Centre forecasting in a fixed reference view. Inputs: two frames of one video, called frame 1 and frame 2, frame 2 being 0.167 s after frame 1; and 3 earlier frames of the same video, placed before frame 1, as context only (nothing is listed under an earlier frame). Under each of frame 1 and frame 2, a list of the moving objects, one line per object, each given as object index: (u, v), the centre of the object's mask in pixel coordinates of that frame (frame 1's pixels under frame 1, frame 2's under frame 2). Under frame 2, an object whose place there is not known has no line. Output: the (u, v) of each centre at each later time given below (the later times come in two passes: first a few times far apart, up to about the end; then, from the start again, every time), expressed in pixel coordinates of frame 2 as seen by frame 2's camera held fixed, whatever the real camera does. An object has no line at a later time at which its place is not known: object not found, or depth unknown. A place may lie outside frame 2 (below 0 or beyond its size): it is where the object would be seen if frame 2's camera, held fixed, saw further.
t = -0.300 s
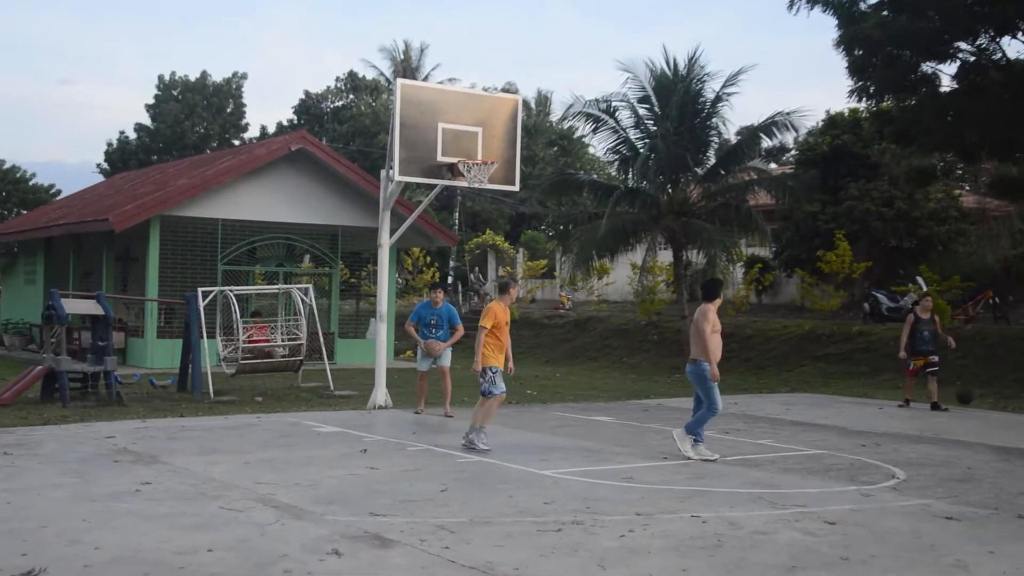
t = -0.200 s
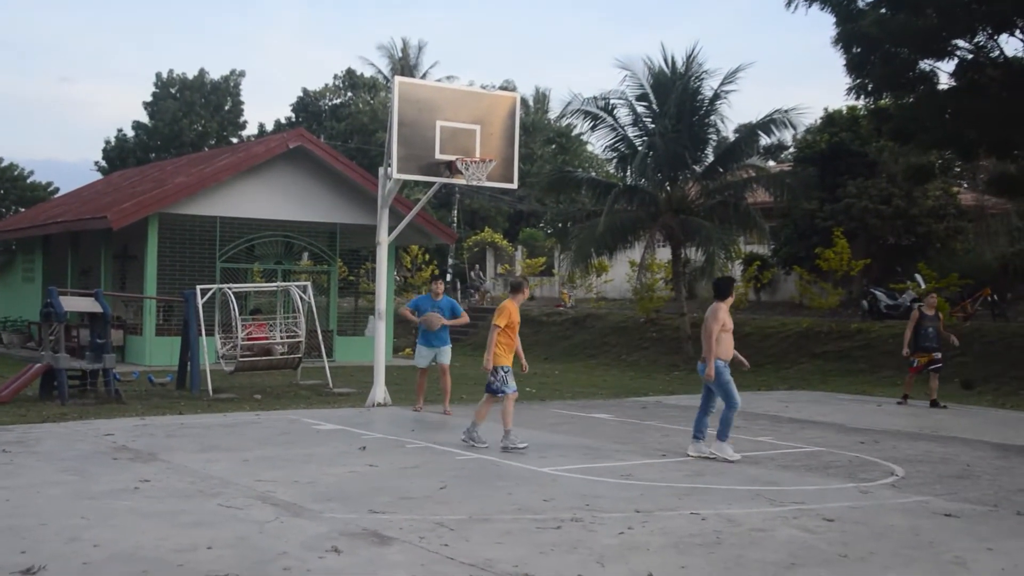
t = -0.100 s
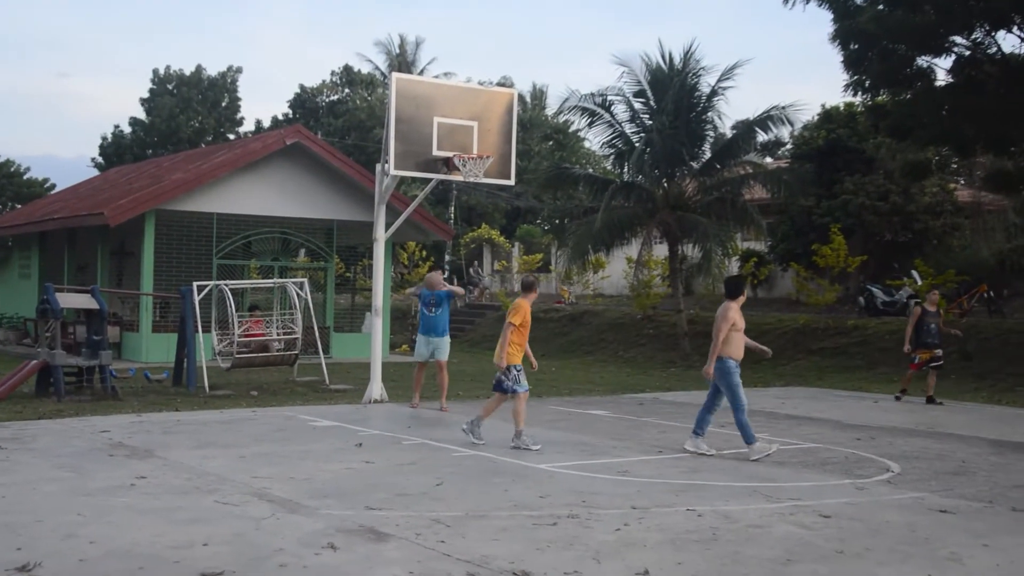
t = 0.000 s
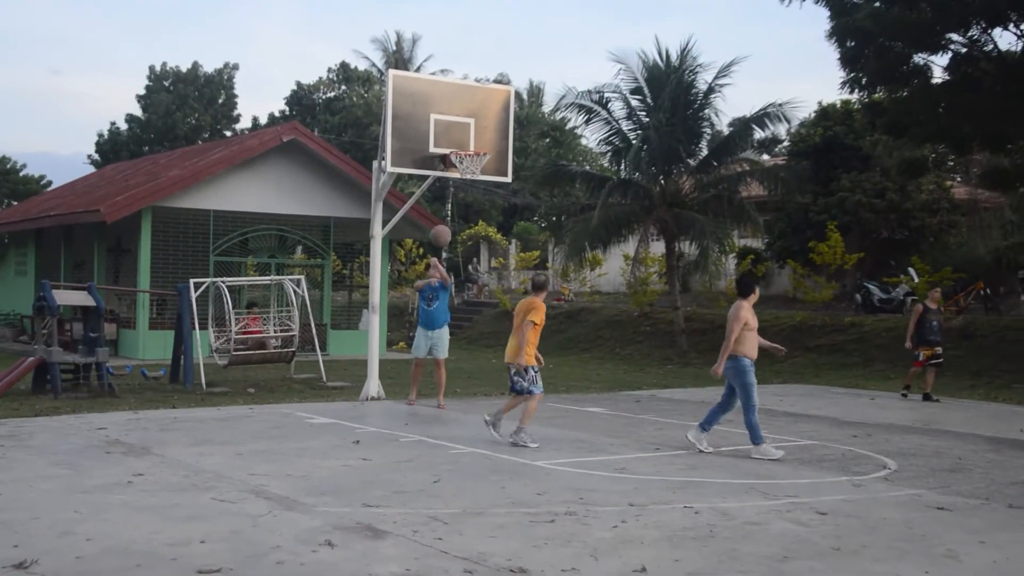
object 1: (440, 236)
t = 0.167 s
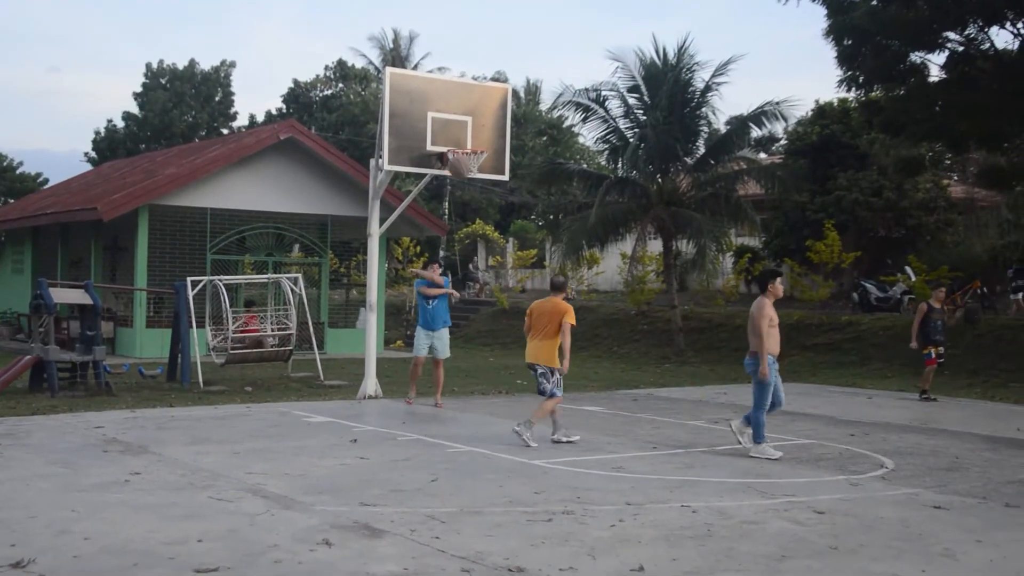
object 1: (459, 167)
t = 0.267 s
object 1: (475, 131)
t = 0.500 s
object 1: (526, 68)
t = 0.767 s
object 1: (619, 58)
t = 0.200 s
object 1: (464, 154)
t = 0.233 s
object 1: (469, 142)
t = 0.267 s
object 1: (475, 131)
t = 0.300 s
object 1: (481, 120)
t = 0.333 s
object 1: (488, 110)
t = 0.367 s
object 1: (493, 101)
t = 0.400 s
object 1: (502, 91)
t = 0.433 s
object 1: (509, 82)
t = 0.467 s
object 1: (517, 75)
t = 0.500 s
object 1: (526, 68)
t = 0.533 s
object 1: (535, 62)
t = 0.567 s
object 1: (545, 58)
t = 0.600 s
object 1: (554, 54)
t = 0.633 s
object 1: (564, 52)
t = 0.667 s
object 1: (576, 51)
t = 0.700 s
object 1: (589, 52)
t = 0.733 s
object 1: (603, 54)
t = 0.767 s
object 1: (619, 58)
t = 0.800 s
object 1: (634, 64)
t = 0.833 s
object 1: (651, 73)
